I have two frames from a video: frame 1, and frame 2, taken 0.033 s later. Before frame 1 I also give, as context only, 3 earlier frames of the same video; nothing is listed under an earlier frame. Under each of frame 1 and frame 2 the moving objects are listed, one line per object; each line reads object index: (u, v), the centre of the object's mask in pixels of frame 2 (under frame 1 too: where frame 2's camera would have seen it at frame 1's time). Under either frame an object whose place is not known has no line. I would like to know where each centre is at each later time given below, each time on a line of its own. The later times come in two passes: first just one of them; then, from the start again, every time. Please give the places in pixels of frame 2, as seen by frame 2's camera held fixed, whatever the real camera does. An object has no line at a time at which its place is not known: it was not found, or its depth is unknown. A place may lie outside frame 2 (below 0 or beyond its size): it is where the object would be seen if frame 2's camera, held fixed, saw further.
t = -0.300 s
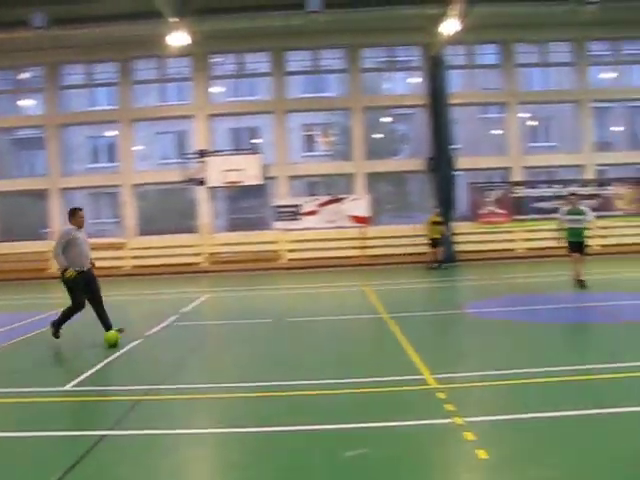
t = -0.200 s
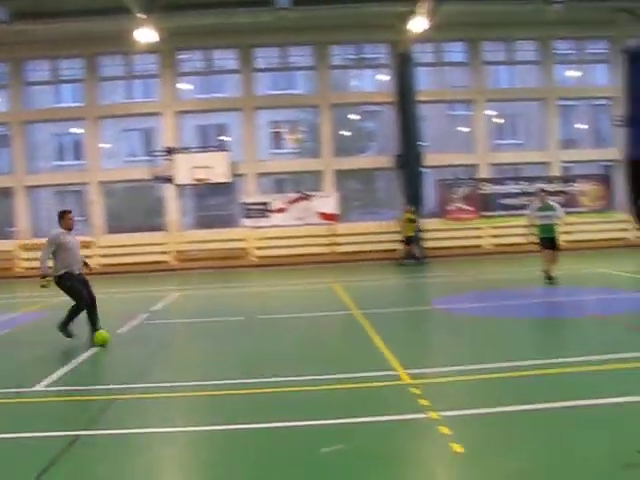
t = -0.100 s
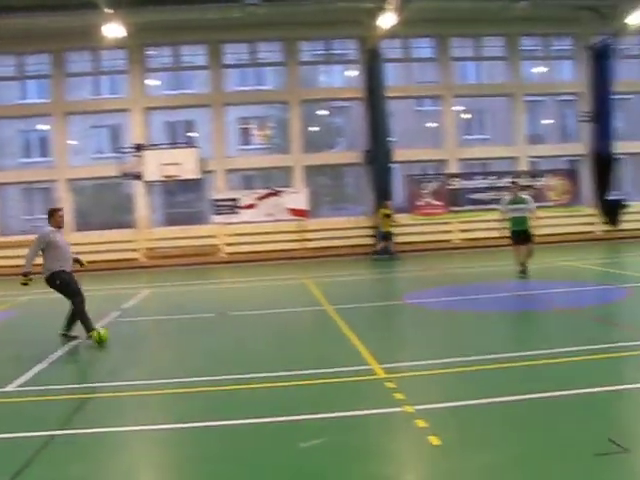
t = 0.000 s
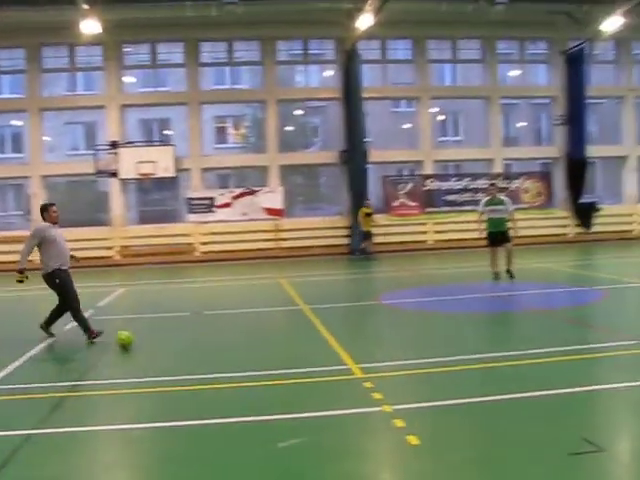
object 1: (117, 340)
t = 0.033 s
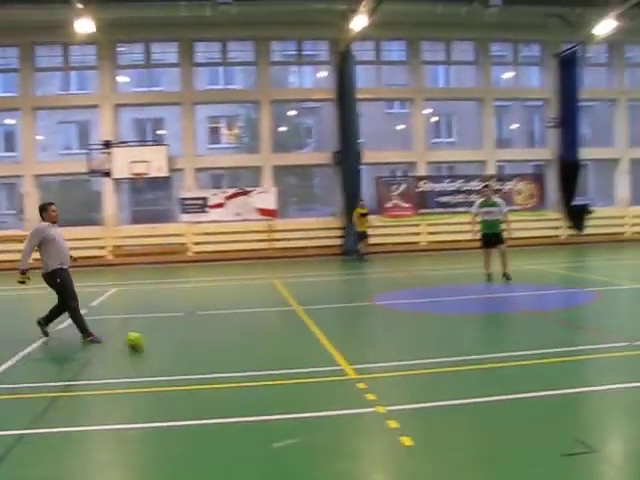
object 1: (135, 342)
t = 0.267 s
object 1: (262, 352)
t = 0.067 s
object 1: (153, 343)
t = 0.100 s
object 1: (170, 345)
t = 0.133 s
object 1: (189, 346)
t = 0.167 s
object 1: (207, 347)
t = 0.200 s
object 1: (224, 349)
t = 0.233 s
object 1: (243, 349)
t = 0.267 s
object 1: (262, 352)
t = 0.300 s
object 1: (281, 354)
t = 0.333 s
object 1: (301, 354)
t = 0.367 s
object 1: (319, 356)
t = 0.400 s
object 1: (339, 356)
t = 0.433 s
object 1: (357, 358)
